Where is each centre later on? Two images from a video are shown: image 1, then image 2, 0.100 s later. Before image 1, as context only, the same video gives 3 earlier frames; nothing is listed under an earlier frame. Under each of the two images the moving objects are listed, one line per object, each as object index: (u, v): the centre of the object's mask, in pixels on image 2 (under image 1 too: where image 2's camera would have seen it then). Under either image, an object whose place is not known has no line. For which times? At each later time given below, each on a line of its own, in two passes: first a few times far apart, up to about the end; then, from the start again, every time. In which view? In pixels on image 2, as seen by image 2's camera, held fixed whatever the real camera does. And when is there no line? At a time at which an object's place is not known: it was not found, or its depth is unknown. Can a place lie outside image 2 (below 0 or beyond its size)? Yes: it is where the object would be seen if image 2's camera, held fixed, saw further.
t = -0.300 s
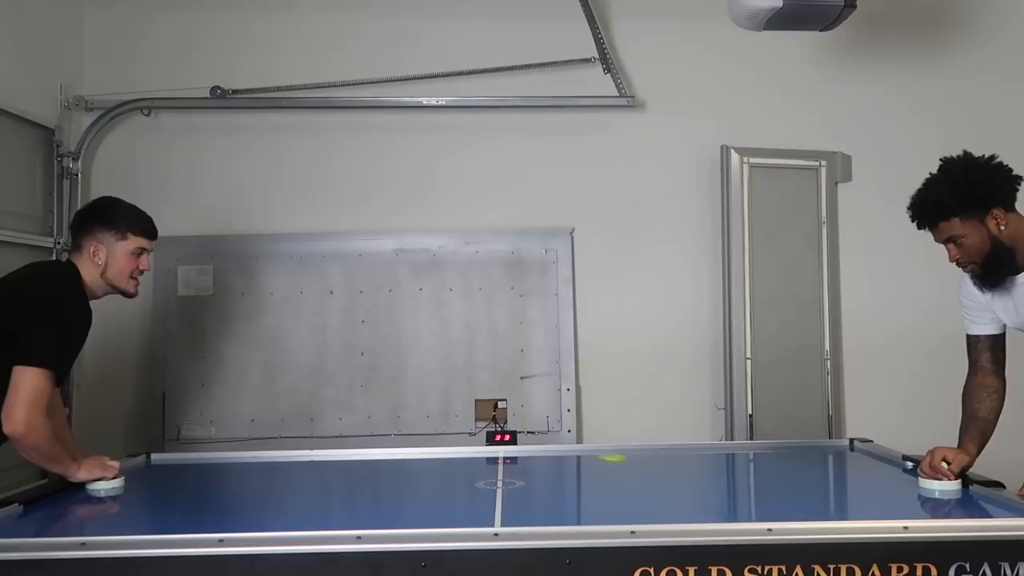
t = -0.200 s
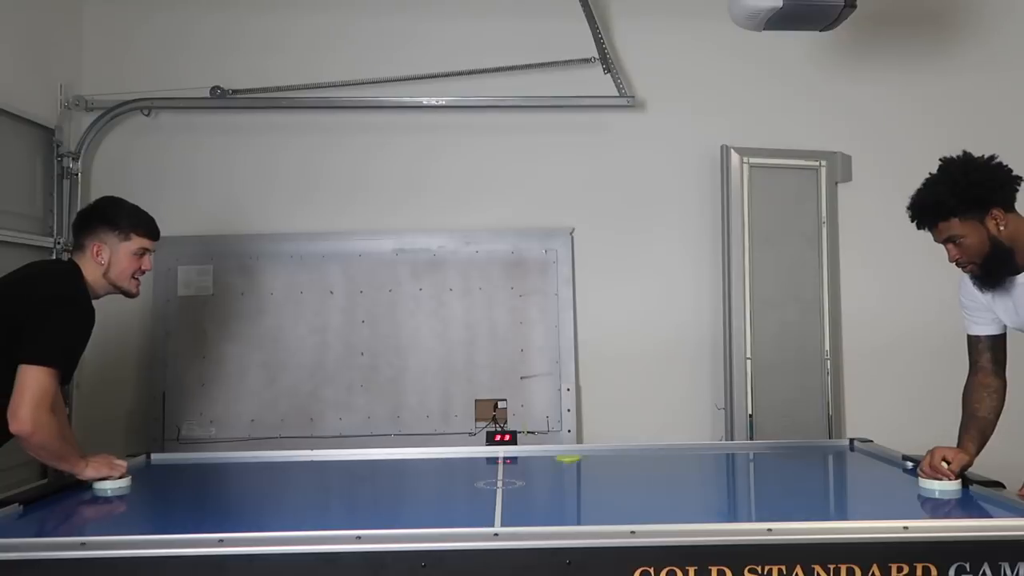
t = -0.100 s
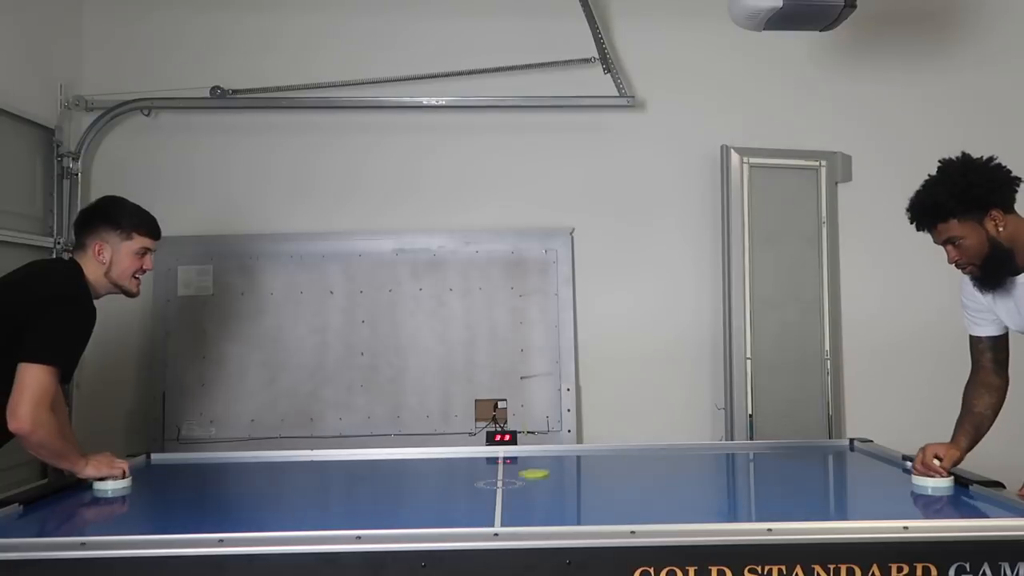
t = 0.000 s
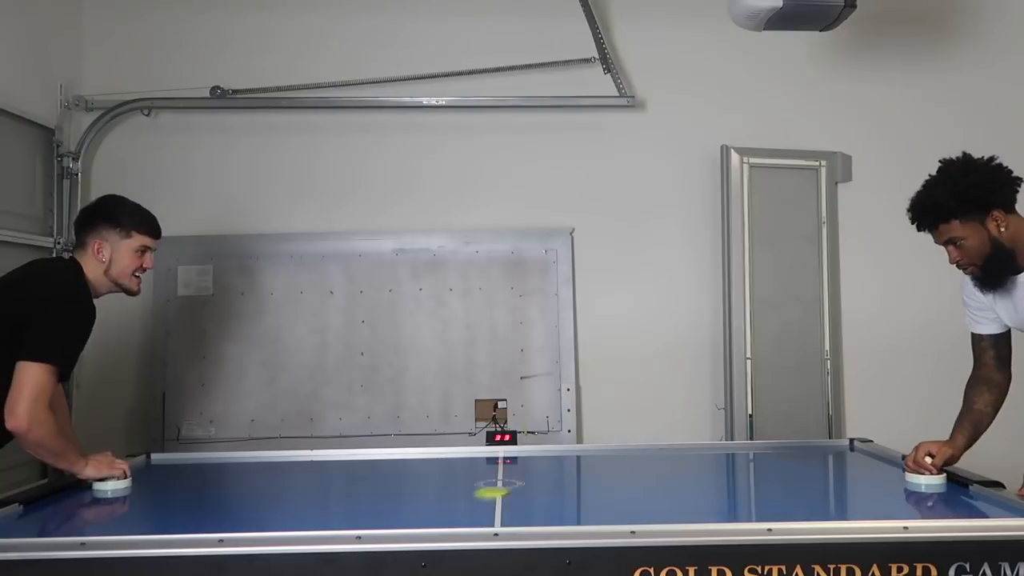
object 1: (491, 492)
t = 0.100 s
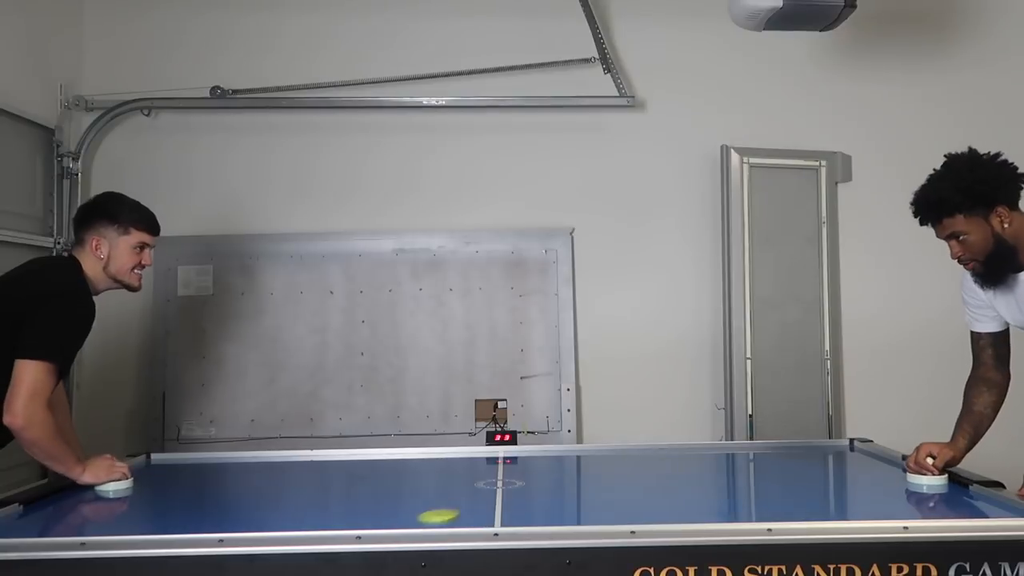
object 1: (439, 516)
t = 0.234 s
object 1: (379, 516)
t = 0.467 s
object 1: (325, 480)
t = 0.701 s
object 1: (285, 459)
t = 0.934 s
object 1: (220, 481)
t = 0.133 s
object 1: (418, 523)
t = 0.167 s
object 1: (399, 525)
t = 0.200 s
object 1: (389, 522)
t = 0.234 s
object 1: (379, 516)
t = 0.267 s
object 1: (370, 510)
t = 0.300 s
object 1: (361, 504)
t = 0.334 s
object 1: (353, 499)
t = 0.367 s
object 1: (345, 494)
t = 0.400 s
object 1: (337, 489)
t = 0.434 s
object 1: (331, 485)
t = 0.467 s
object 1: (325, 480)
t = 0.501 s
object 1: (319, 476)
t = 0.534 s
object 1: (313, 472)
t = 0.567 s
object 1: (307, 469)
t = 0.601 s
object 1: (301, 466)
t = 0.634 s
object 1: (296, 463)
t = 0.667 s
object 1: (291, 460)
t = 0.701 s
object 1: (285, 459)
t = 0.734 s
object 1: (275, 462)
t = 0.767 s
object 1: (268, 464)
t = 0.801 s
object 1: (259, 467)
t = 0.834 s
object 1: (250, 470)
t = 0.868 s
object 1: (240, 474)
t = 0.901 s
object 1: (229, 477)
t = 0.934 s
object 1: (220, 481)
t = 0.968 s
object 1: (208, 485)
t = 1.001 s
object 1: (197, 488)
